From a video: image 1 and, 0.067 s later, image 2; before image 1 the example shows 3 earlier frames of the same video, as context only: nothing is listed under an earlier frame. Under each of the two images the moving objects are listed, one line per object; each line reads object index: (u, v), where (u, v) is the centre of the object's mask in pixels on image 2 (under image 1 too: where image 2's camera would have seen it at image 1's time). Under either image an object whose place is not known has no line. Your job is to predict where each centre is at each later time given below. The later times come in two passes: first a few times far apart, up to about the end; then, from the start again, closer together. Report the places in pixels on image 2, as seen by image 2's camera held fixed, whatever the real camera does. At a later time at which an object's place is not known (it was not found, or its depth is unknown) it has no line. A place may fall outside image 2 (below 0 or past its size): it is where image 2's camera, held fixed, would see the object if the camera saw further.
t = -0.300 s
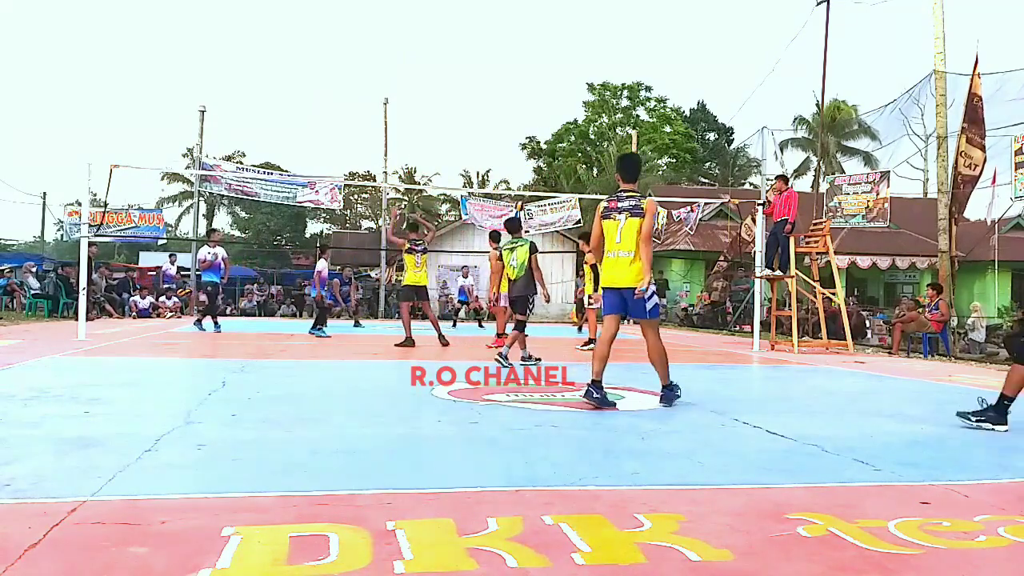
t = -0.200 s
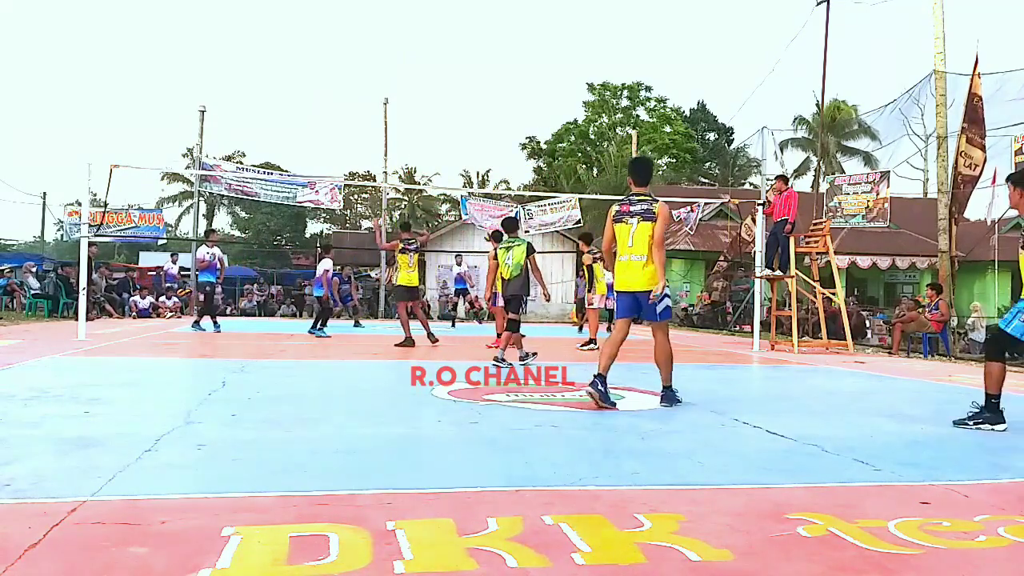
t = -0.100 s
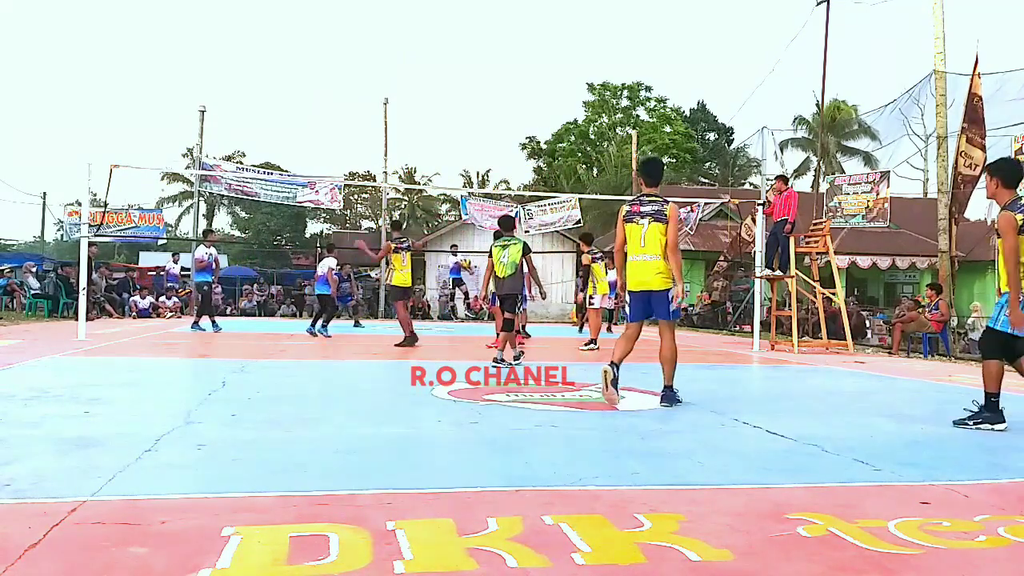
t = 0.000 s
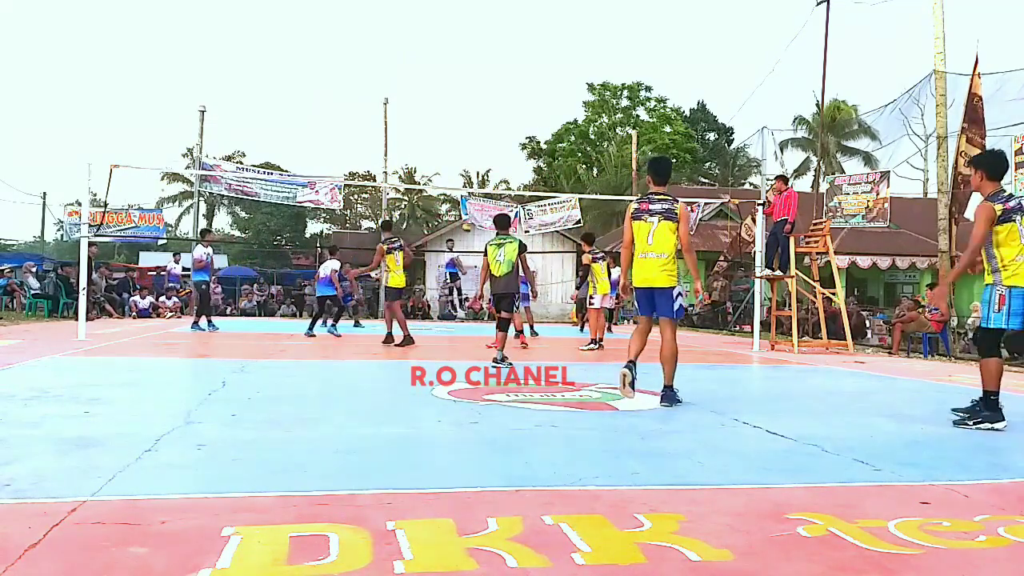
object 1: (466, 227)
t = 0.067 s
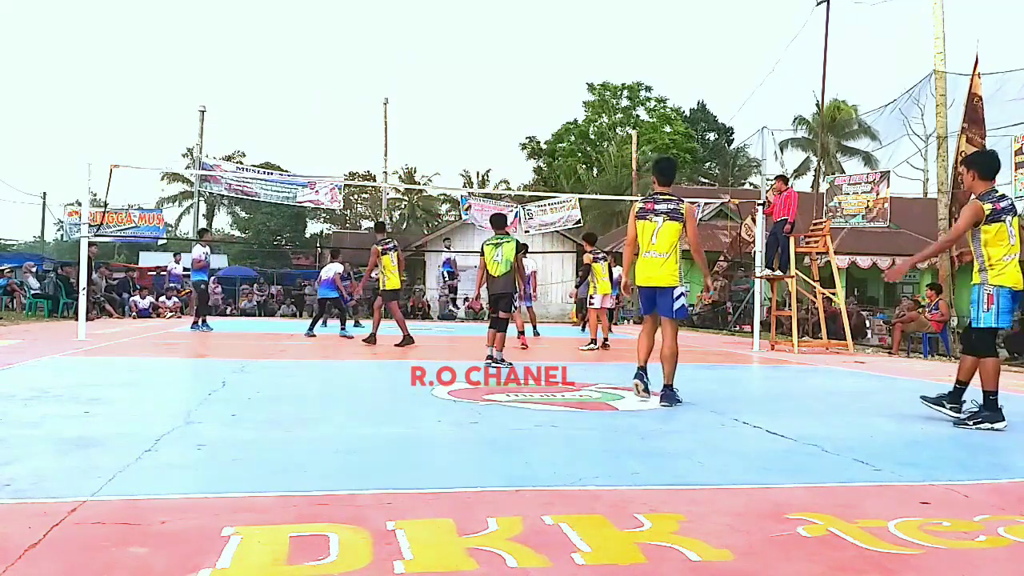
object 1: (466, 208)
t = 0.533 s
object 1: (466, 92)
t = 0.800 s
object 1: (464, 64)
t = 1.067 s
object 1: (462, 75)
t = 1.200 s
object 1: (460, 98)
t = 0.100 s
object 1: (465, 195)
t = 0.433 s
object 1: (466, 110)
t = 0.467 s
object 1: (466, 104)
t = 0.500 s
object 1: (466, 98)
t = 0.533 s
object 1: (466, 92)
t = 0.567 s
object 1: (466, 87)
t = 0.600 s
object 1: (466, 82)
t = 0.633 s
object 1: (466, 77)
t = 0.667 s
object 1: (466, 74)
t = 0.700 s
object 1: (465, 70)
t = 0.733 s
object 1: (465, 68)
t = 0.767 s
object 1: (465, 65)
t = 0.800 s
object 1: (464, 64)
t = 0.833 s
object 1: (464, 63)
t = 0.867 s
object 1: (464, 62)
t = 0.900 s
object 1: (464, 63)
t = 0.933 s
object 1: (463, 64)
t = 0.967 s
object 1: (463, 65)
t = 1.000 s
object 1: (462, 68)
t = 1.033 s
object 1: (462, 71)
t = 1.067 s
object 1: (462, 75)
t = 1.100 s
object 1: (461, 79)
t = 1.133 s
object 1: (461, 84)
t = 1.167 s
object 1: (461, 91)
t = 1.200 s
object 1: (460, 98)
